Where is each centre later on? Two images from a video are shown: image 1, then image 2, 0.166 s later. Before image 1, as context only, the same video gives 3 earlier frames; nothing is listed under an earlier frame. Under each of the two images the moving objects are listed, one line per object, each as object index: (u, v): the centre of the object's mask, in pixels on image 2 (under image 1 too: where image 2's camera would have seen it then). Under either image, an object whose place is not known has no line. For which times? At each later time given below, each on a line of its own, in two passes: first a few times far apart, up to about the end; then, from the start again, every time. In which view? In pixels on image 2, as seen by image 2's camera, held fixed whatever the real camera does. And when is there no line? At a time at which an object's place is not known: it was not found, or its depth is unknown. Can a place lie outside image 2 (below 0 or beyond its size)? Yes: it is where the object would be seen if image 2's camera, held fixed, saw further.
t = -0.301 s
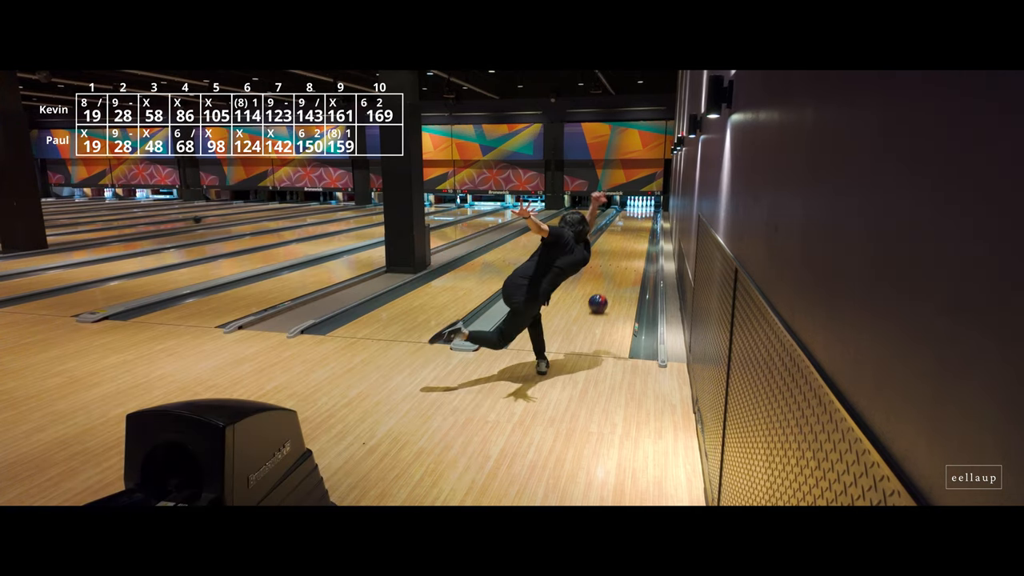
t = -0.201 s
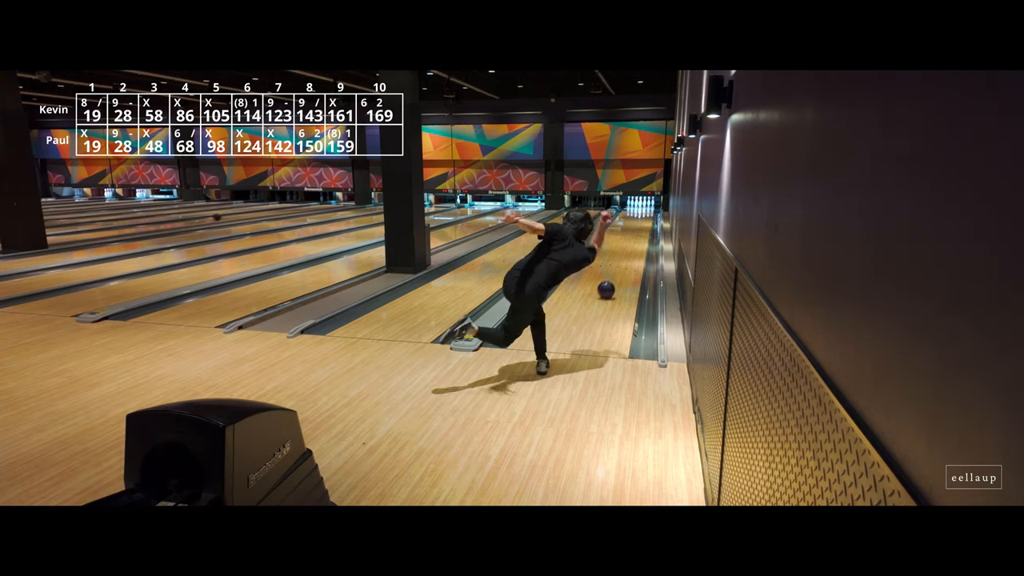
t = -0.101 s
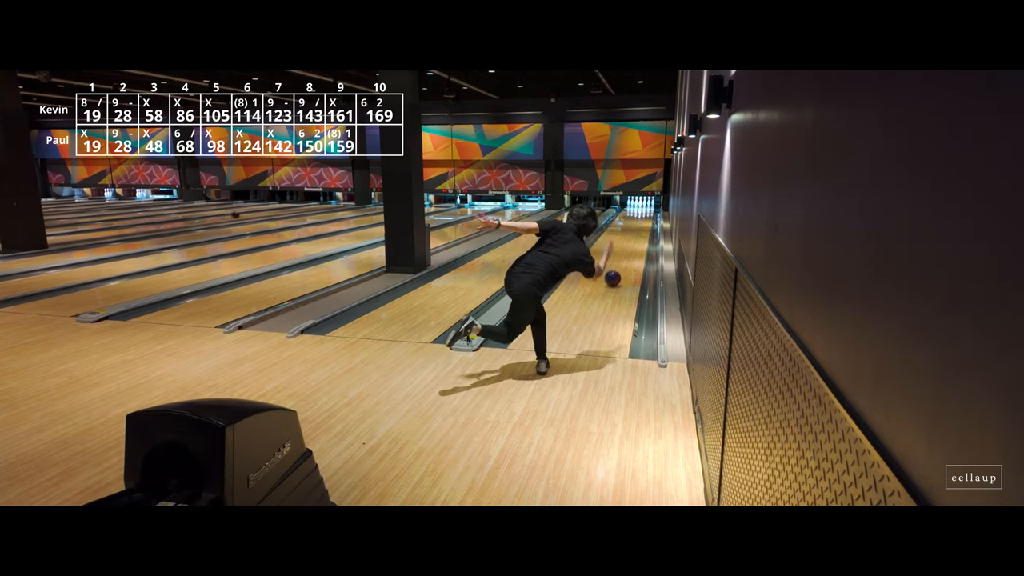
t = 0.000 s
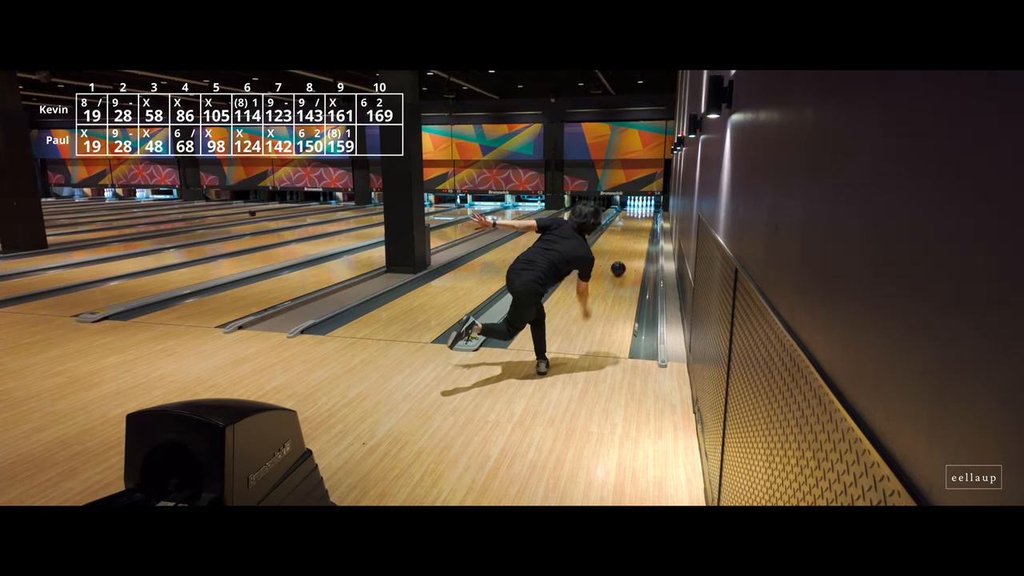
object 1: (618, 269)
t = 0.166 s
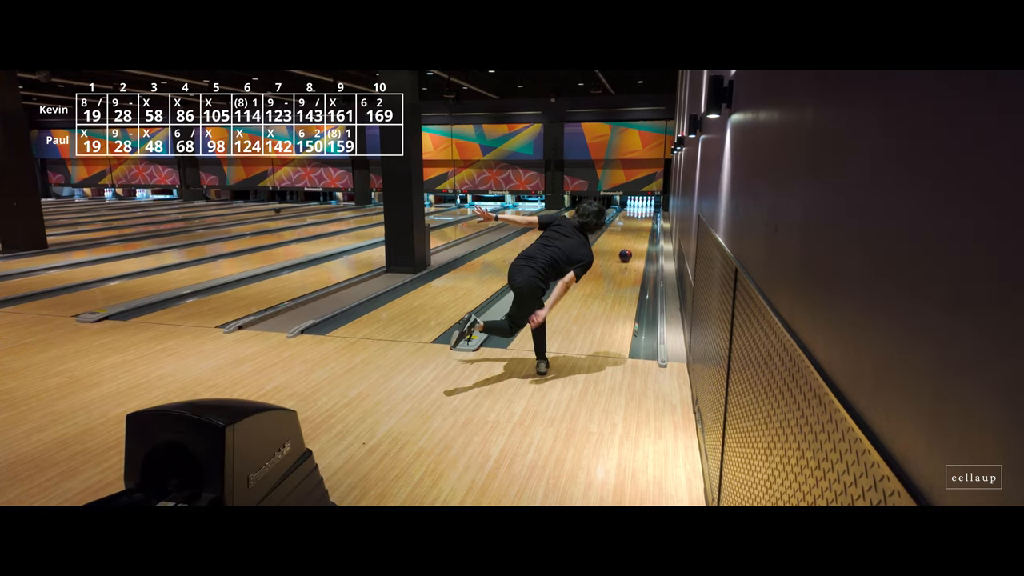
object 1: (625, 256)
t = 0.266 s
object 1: (629, 250)
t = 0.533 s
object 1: (635, 236)
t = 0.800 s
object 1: (640, 227)
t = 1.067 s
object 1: (643, 220)
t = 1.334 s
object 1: (644, 214)
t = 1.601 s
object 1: (645, 210)
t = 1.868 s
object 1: (644, 206)
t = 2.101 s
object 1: (644, 205)
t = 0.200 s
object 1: (626, 254)
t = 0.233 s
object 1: (627, 251)
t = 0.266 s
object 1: (629, 250)
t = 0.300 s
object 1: (629, 248)
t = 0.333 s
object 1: (630, 246)
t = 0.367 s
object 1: (631, 244)
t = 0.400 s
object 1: (632, 242)
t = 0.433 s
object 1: (633, 241)
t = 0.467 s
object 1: (634, 239)
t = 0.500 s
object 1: (635, 238)
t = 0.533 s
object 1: (635, 236)
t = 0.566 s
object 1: (636, 235)
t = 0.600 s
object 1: (637, 234)
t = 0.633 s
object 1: (637, 232)
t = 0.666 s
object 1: (638, 231)
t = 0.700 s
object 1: (638, 230)
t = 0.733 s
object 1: (639, 229)
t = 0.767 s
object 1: (640, 228)
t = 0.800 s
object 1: (640, 227)
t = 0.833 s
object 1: (640, 226)
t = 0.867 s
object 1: (641, 225)
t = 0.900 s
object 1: (641, 224)
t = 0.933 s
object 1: (642, 223)
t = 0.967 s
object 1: (642, 222)
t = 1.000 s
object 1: (642, 221)
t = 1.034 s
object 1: (643, 221)
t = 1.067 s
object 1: (643, 220)
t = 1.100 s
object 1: (643, 219)
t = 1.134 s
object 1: (643, 218)
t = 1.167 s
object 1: (644, 217)
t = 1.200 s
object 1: (644, 216)
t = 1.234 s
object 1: (644, 216)
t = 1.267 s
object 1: (644, 215)
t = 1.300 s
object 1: (644, 215)
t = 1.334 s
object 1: (644, 214)
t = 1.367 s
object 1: (645, 213)
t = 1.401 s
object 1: (645, 213)
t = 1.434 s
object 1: (645, 212)
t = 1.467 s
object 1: (645, 212)
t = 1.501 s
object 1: (645, 211)
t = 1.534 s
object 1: (645, 211)
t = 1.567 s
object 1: (645, 210)
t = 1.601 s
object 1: (645, 210)
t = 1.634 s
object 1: (644, 209)
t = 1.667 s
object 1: (645, 209)
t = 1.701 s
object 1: (645, 209)
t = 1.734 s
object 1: (644, 208)
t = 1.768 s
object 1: (644, 207)
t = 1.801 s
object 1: (644, 207)
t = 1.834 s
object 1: (644, 207)
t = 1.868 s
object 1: (644, 206)
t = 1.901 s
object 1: (643, 206)
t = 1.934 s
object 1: (643, 206)
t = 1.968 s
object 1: (643, 205)
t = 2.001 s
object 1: (643, 205)
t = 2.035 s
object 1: (643, 205)
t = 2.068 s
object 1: (643, 205)
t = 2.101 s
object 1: (644, 205)
